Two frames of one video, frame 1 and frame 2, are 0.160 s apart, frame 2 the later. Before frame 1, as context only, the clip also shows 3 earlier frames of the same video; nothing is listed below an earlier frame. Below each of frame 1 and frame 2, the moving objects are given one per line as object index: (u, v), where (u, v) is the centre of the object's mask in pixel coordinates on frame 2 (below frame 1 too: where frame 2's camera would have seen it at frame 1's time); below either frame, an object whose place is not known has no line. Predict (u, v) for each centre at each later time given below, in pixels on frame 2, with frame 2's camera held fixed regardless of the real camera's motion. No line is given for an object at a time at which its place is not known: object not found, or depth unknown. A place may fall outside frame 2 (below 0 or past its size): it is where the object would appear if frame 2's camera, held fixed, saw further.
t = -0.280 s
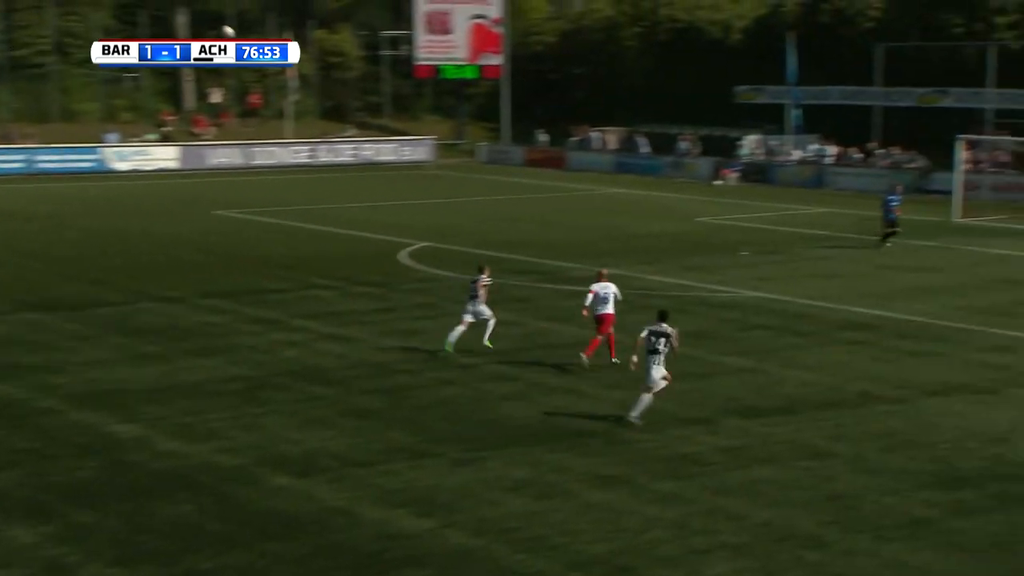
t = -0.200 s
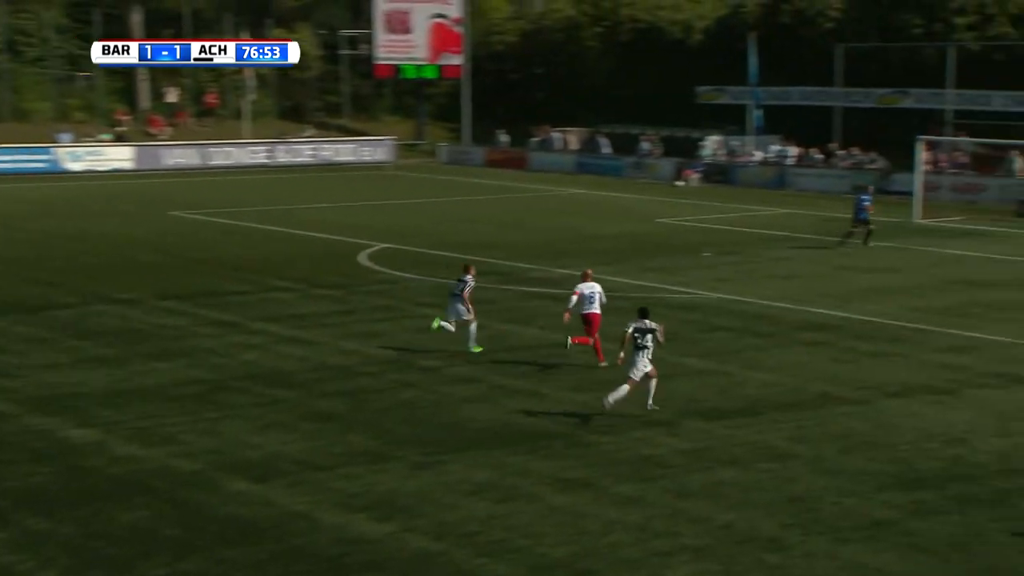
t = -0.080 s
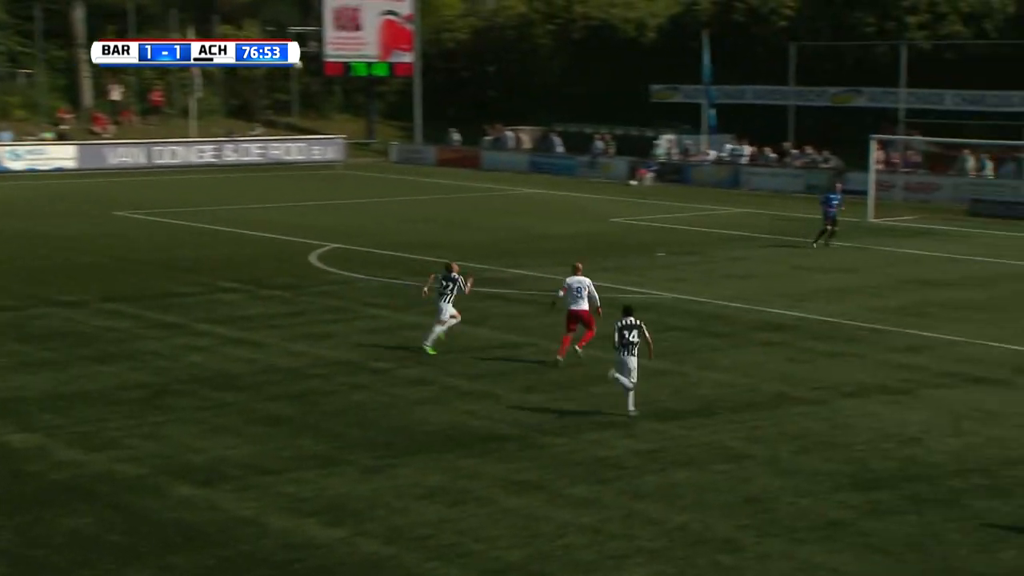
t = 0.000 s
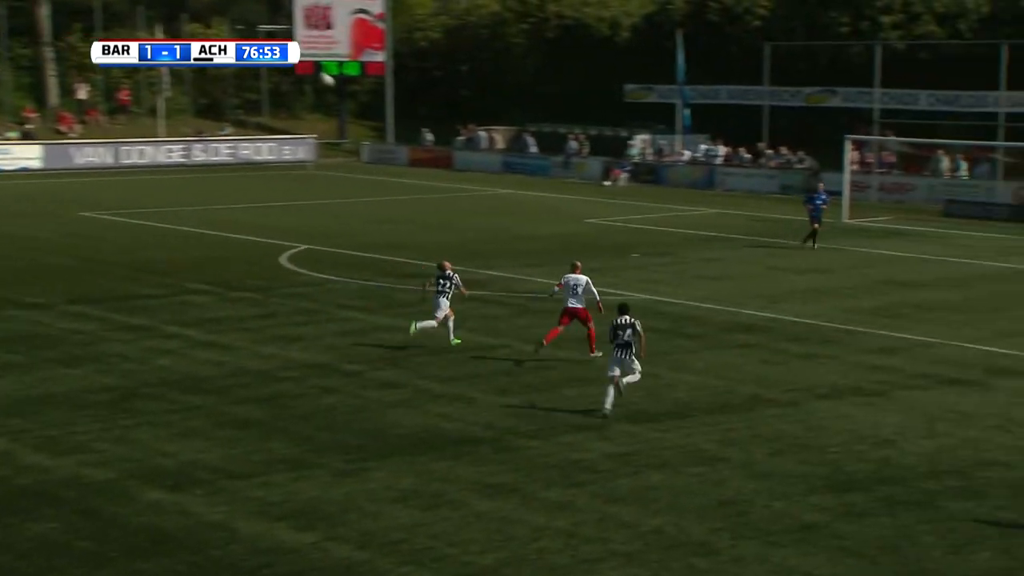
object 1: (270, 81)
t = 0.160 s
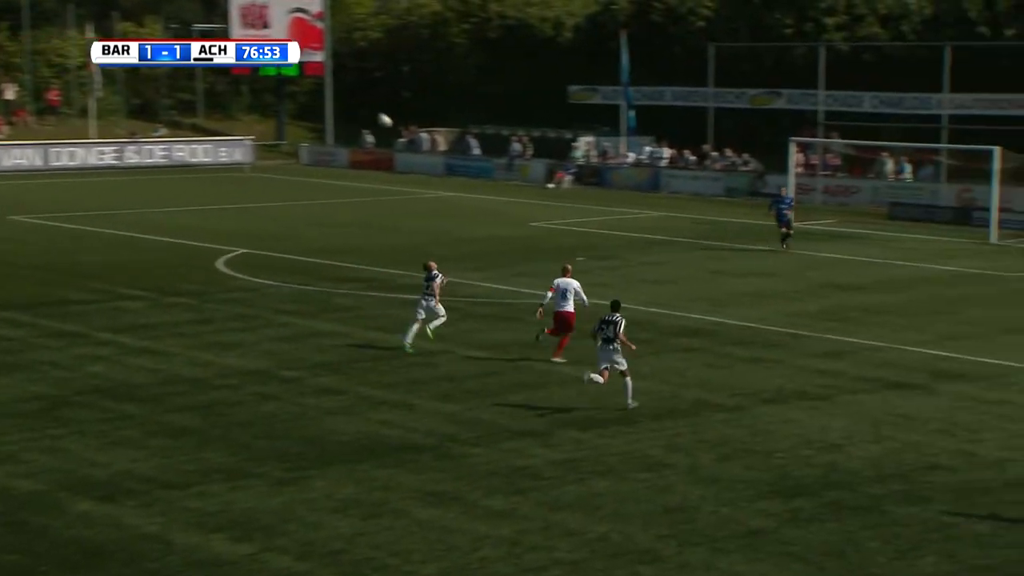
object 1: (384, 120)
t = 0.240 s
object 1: (439, 142)
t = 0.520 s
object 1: (625, 233)
